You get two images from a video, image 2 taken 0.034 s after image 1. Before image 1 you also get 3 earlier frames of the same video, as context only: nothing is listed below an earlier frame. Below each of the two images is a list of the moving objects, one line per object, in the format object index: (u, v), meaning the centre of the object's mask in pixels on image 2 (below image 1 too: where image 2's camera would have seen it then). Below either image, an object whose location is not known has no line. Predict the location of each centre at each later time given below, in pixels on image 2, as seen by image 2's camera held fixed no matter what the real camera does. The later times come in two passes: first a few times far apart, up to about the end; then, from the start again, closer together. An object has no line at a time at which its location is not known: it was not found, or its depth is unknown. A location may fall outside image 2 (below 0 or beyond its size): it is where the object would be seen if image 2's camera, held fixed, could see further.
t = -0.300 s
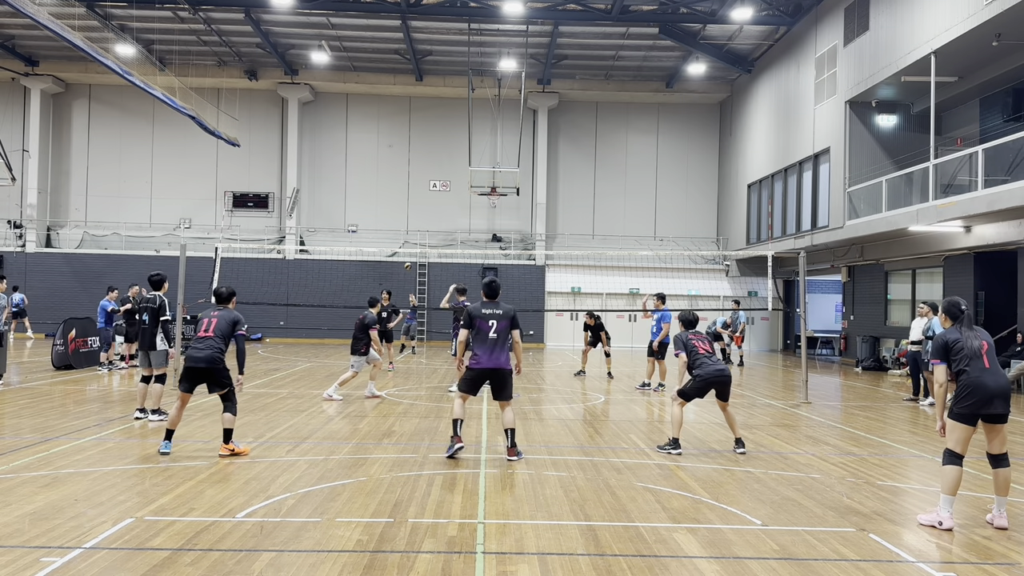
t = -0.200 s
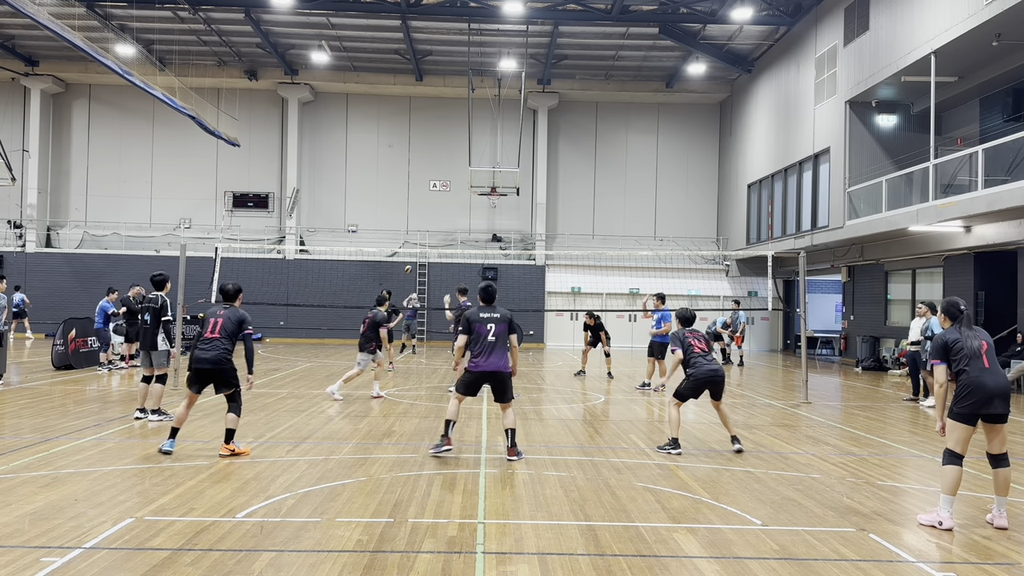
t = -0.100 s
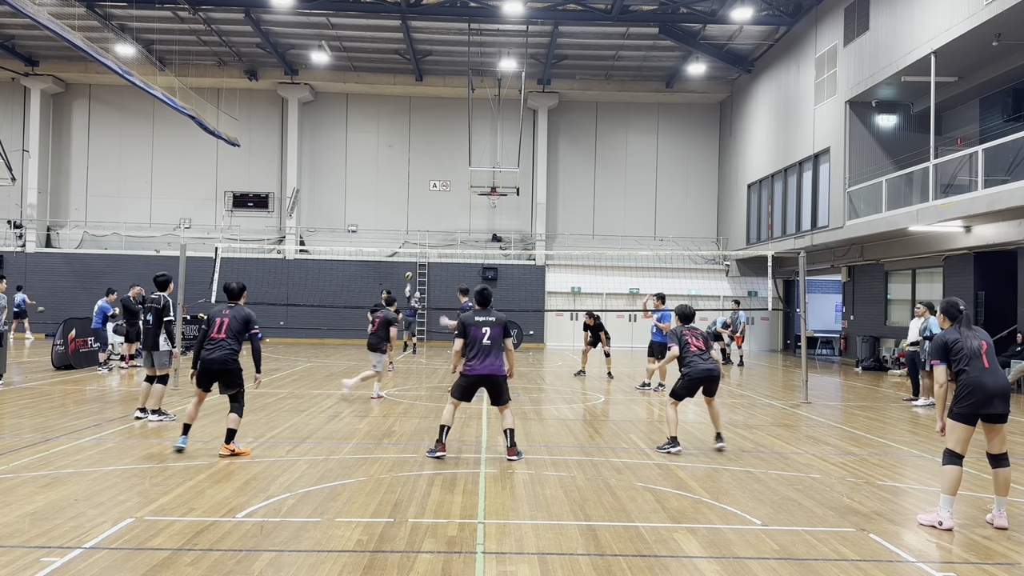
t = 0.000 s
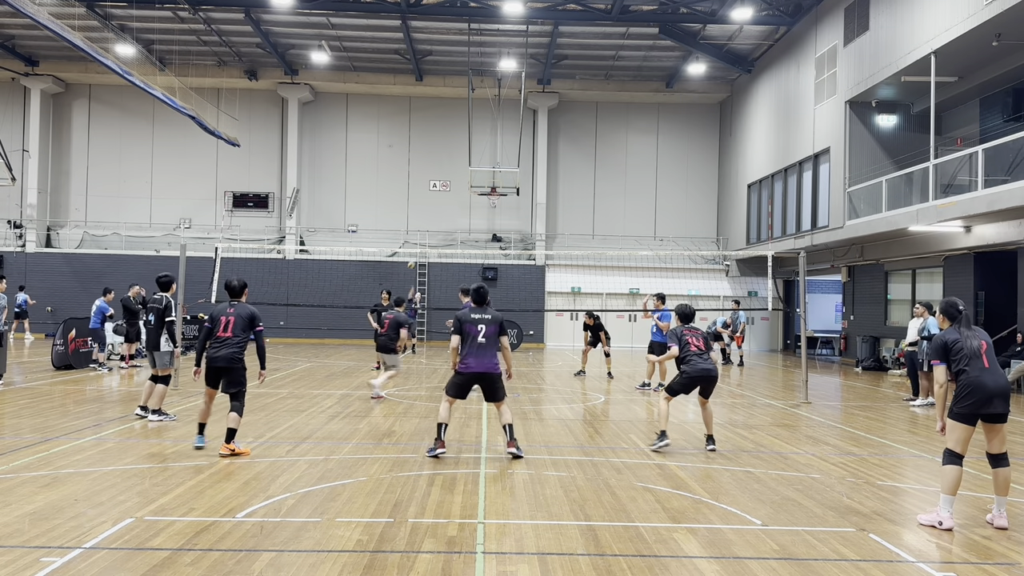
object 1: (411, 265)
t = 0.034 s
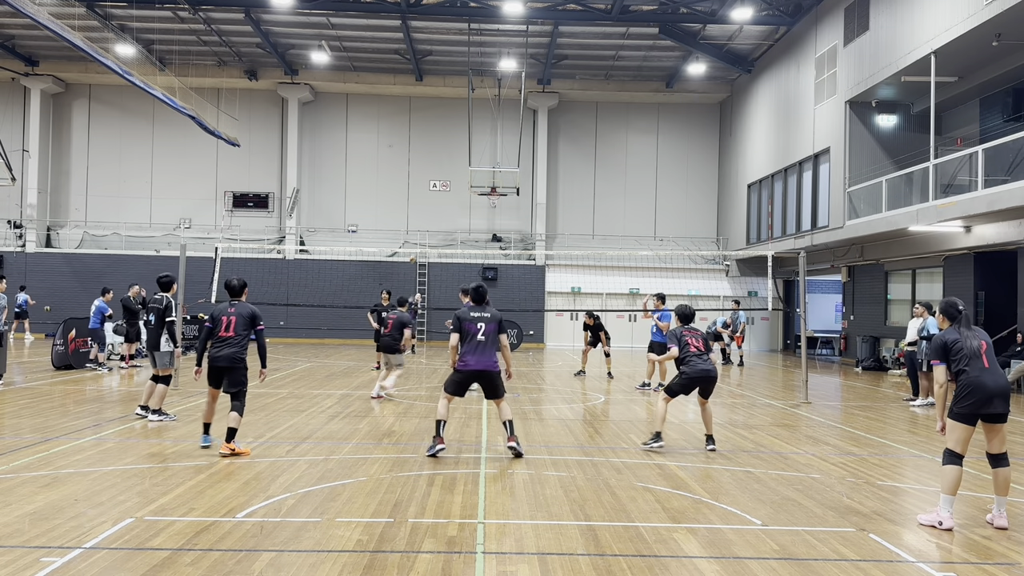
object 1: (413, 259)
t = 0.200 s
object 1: (420, 229)
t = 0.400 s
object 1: (429, 199)
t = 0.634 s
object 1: (441, 180)
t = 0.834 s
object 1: (450, 191)
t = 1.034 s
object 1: (453, 237)
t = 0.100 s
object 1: (415, 246)
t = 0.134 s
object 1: (417, 241)
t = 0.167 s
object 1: (418, 234)
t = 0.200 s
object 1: (420, 229)
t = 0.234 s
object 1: (421, 224)
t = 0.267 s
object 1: (423, 218)
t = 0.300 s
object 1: (424, 213)
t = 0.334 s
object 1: (426, 208)
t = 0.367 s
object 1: (427, 204)
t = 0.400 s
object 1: (429, 199)
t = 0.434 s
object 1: (431, 195)
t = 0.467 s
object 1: (432, 191)
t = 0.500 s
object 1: (434, 188)
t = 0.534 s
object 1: (436, 184)
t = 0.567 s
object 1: (438, 182)
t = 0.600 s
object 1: (440, 180)
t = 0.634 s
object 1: (441, 180)
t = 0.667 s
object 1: (443, 179)
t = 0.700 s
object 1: (445, 180)
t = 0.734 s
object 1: (446, 182)
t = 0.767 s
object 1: (447, 184)
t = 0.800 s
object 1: (448, 187)
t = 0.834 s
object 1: (450, 191)
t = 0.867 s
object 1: (451, 196)
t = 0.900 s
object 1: (451, 202)
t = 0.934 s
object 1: (452, 209)
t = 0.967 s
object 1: (452, 217)
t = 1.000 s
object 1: (453, 227)
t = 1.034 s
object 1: (453, 237)
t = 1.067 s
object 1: (452, 249)
